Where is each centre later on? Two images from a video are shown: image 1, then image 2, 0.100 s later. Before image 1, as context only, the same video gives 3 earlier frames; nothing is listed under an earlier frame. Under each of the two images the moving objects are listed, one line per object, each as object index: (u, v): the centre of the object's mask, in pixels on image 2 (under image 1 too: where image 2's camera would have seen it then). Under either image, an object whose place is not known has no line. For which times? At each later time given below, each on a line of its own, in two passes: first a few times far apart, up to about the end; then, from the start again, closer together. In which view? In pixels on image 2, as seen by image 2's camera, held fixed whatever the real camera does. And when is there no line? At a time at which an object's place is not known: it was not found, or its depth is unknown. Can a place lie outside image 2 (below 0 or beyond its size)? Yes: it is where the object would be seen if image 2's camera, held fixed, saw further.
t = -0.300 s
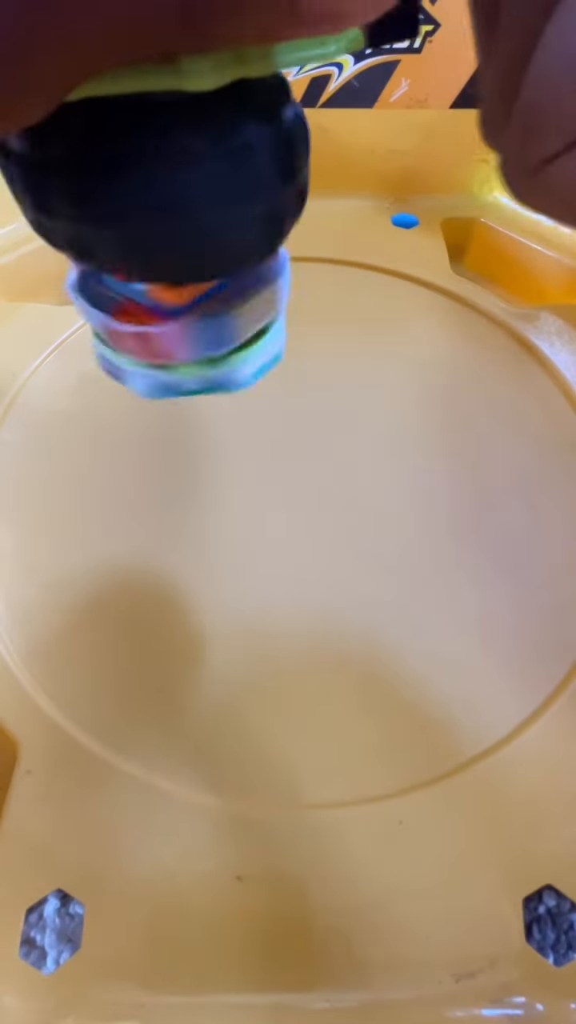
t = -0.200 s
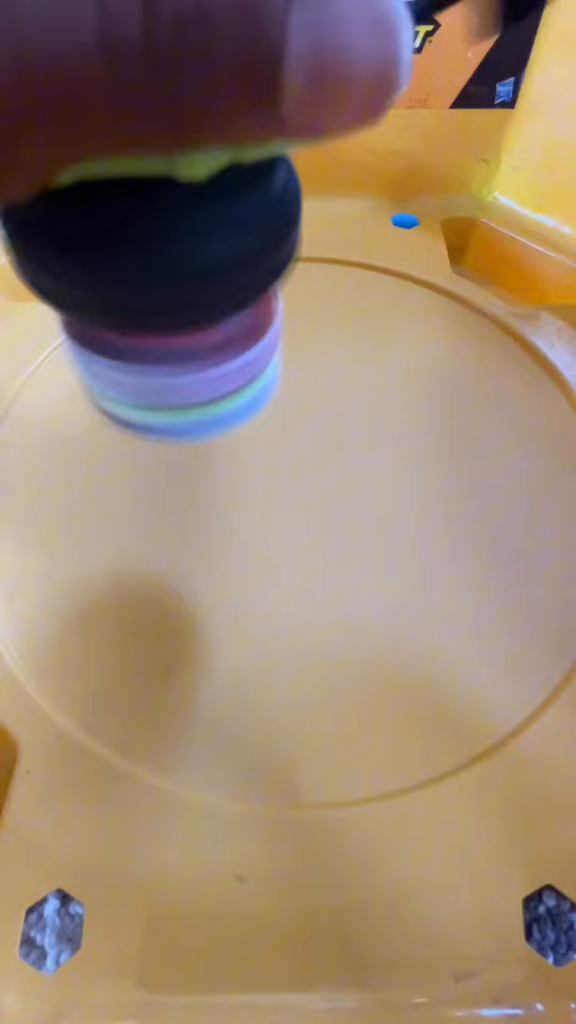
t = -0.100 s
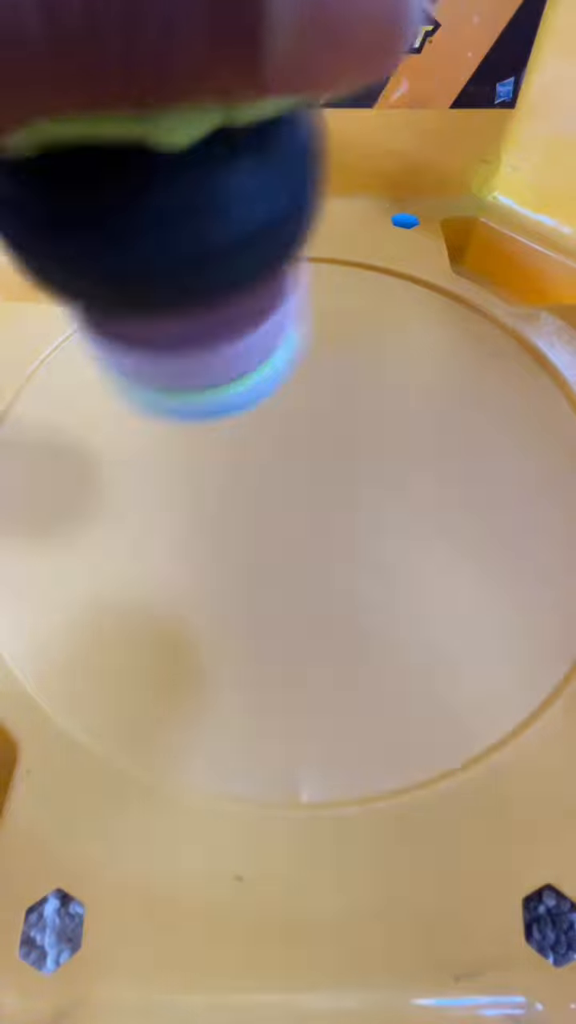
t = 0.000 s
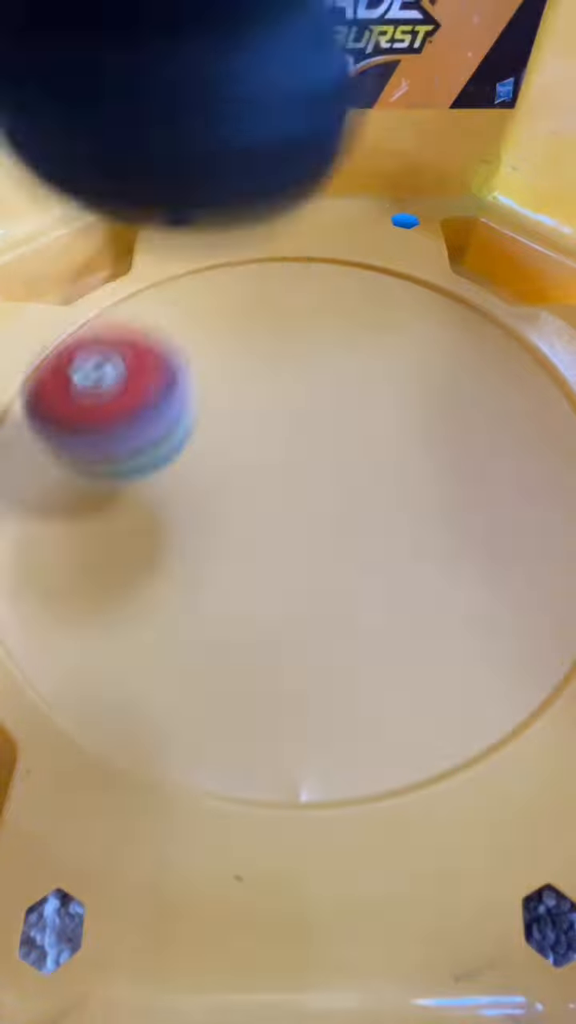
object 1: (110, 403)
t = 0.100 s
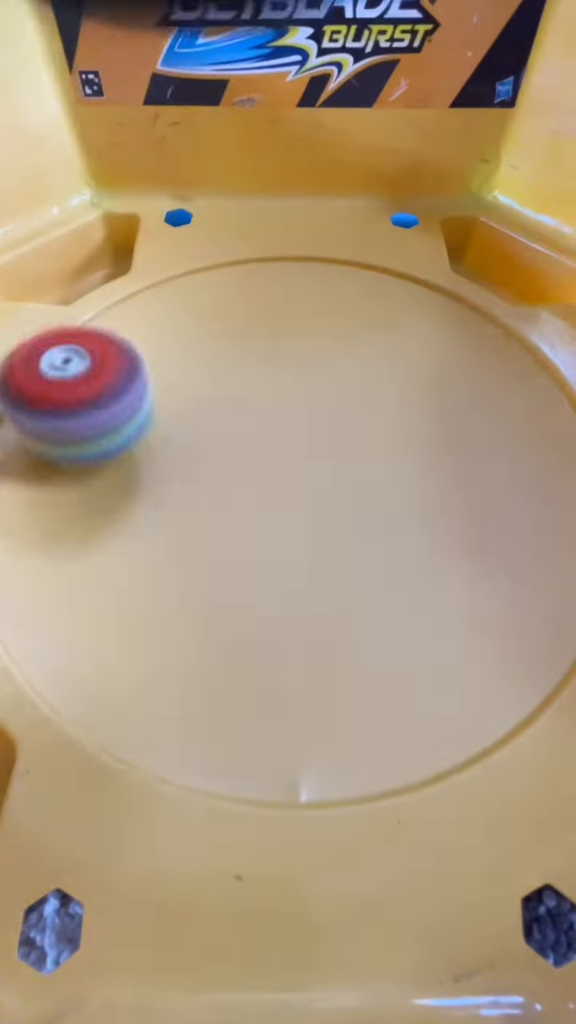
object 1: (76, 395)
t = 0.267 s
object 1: (83, 424)
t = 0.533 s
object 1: (351, 509)
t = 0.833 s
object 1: (298, 219)
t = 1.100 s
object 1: (65, 491)
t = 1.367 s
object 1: (557, 562)
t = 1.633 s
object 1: (346, 251)
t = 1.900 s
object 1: (67, 534)
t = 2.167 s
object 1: (529, 630)
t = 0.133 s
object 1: (73, 389)
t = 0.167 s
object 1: (74, 390)
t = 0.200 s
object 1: (76, 396)
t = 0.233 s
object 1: (80, 407)
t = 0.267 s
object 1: (83, 424)
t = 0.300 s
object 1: (86, 445)
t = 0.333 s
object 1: (94, 474)
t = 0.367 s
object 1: (113, 503)
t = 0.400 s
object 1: (149, 525)
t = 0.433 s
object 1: (195, 539)
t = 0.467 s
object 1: (251, 540)
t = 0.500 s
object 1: (304, 529)
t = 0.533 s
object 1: (351, 509)
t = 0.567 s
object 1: (391, 481)
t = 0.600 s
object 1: (418, 445)
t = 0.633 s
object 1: (433, 407)
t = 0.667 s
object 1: (437, 369)
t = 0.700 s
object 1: (430, 330)
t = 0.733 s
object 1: (411, 291)
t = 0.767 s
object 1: (384, 260)
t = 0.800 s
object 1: (344, 236)
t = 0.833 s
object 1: (298, 219)
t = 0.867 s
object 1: (248, 222)
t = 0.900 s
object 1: (194, 235)
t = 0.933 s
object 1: (141, 253)
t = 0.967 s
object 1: (97, 284)
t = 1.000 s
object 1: (66, 326)
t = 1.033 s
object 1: (54, 379)
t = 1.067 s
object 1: (55, 435)
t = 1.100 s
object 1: (65, 491)
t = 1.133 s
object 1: (89, 549)
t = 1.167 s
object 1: (146, 600)
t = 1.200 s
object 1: (222, 639)
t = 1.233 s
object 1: (313, 663)
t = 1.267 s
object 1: (413, 669)
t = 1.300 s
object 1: (495, 651)
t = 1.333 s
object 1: (534, 607)
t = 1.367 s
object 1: (557, 562)
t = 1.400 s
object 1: (562, 494)
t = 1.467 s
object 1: (545, 373)
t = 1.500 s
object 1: (532, 325)
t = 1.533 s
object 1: (508, 287)
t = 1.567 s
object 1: (462, 264)
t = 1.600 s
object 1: (404, 253)
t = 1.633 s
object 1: (346, 251)
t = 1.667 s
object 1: (292, 258)
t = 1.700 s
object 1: (243, 273)
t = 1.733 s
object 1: (195, 297)
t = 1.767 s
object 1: (150, 331)
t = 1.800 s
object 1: (114, 369)
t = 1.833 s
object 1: (81, 418)
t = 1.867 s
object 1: (68, 474)
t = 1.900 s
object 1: (67, 534)
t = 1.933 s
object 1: (74, 604)
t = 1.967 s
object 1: (92, 675)
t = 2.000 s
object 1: (138, 748)
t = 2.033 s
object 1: (231, 773)
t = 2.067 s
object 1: (338, 766)
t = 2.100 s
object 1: (445, 749)
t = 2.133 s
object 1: (503, 692)
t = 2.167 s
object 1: (529, 630)
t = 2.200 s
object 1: (541, 565)
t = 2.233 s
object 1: (543, 508)
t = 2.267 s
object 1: (537, 450)
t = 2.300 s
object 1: (525, 403)
